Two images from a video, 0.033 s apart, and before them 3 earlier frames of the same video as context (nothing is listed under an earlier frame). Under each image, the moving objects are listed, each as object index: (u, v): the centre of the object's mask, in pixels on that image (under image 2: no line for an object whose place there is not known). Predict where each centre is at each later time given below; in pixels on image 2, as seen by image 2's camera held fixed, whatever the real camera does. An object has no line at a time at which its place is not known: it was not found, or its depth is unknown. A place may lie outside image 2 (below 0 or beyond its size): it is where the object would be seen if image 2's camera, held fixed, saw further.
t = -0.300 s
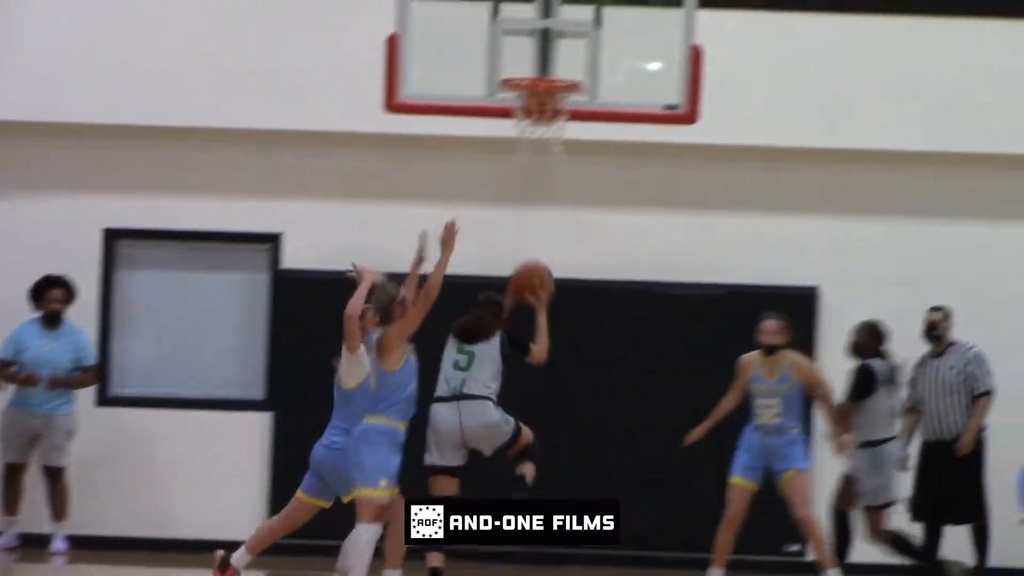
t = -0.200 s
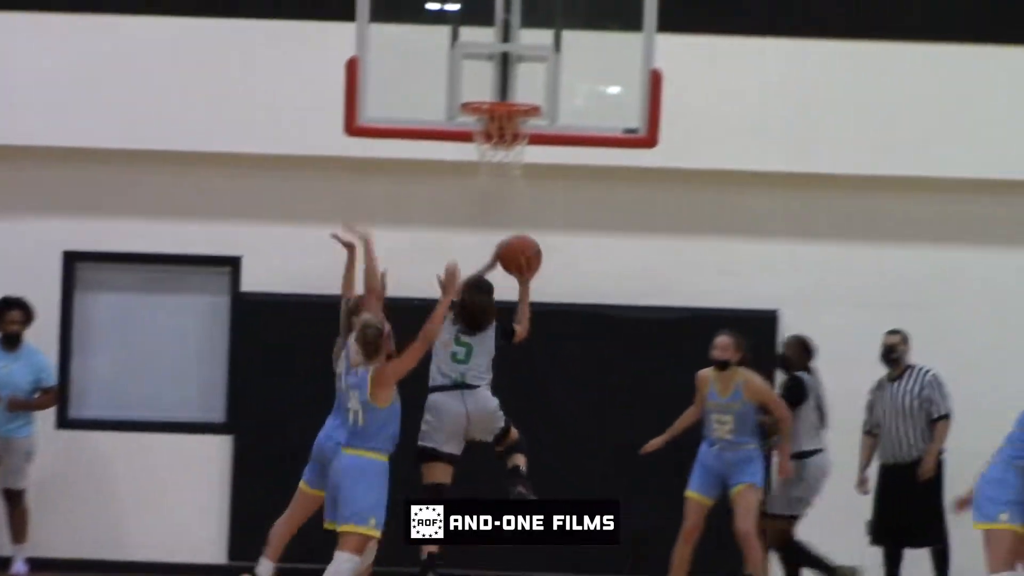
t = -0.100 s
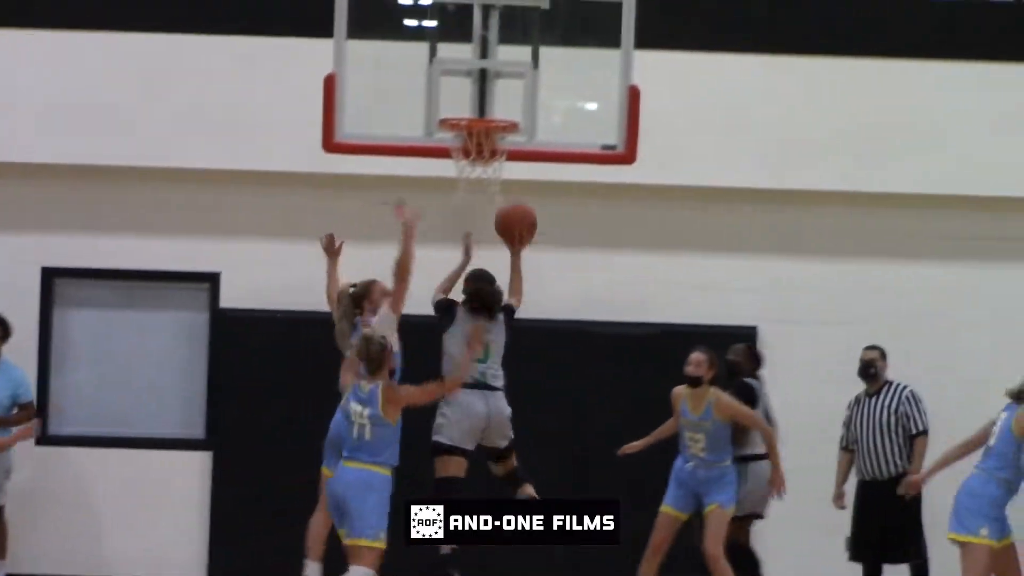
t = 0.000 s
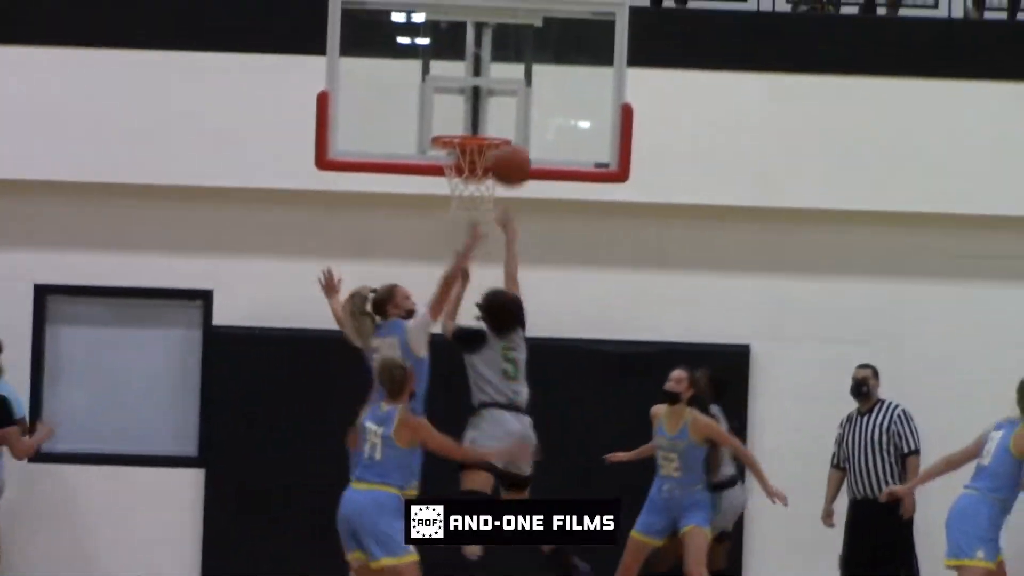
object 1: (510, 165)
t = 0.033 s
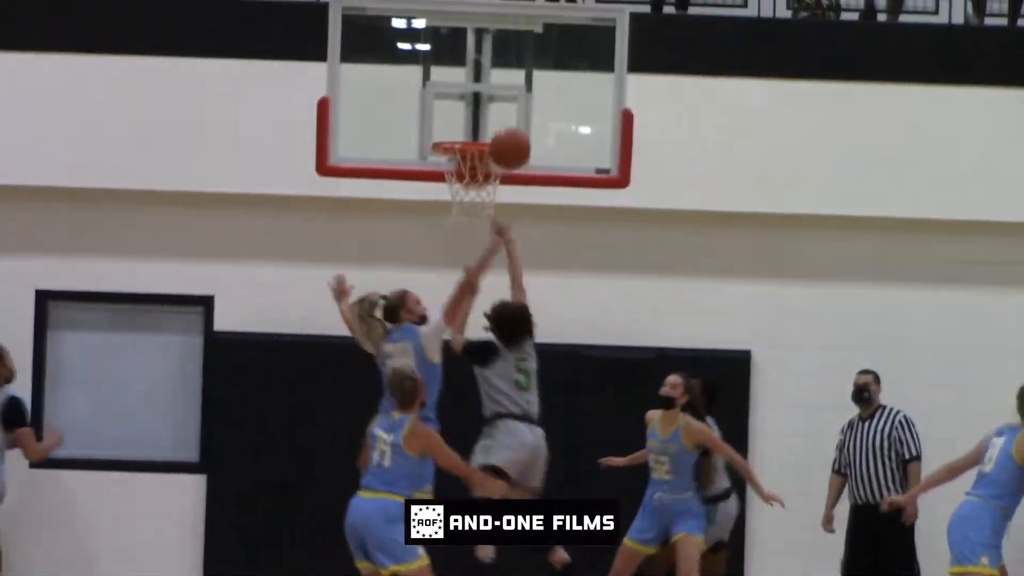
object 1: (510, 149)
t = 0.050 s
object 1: (509, 138)
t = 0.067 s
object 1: (508, 127)
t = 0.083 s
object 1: (507, 119)
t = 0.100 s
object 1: (506, 109)
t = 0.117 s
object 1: (505, 99)
